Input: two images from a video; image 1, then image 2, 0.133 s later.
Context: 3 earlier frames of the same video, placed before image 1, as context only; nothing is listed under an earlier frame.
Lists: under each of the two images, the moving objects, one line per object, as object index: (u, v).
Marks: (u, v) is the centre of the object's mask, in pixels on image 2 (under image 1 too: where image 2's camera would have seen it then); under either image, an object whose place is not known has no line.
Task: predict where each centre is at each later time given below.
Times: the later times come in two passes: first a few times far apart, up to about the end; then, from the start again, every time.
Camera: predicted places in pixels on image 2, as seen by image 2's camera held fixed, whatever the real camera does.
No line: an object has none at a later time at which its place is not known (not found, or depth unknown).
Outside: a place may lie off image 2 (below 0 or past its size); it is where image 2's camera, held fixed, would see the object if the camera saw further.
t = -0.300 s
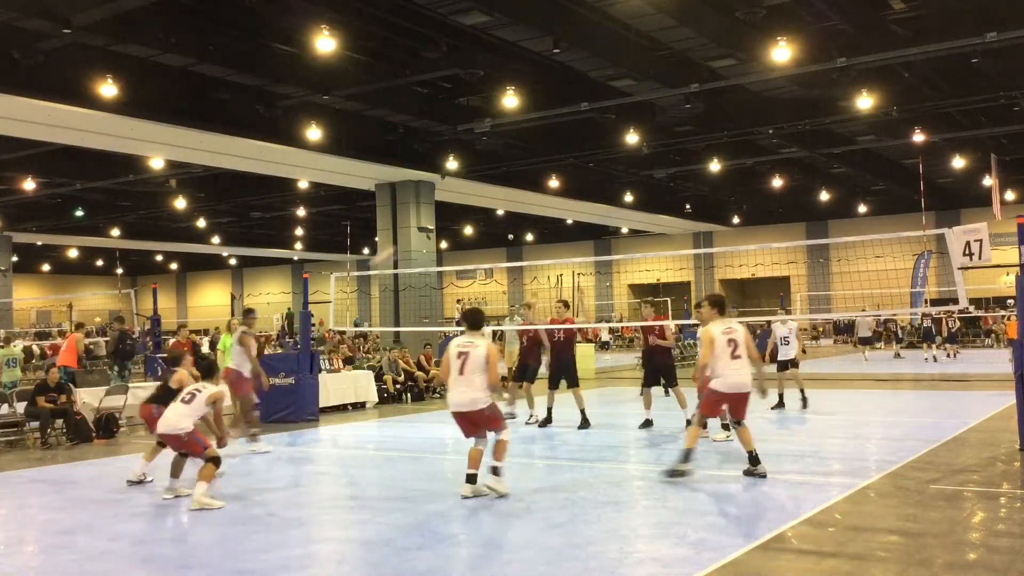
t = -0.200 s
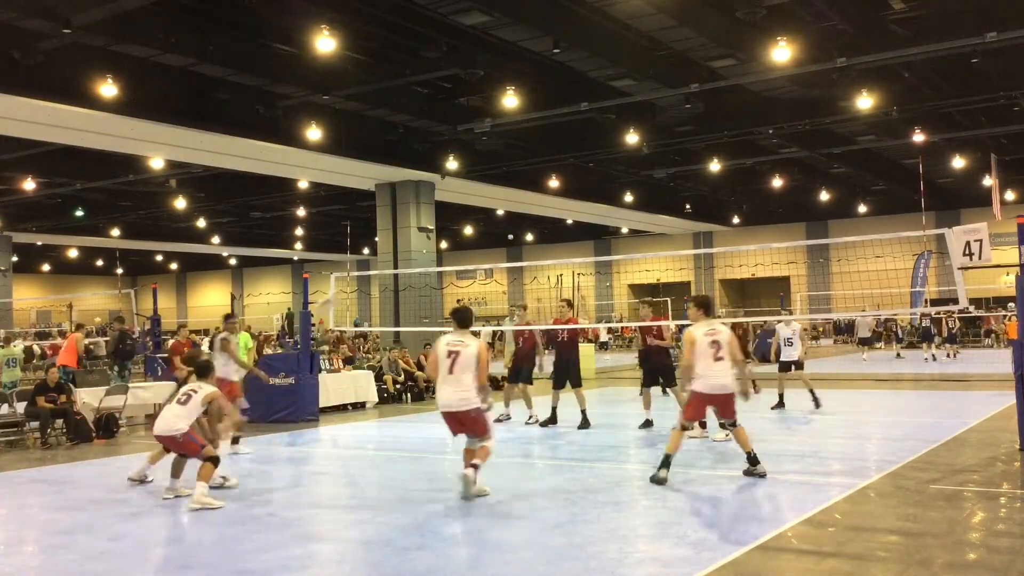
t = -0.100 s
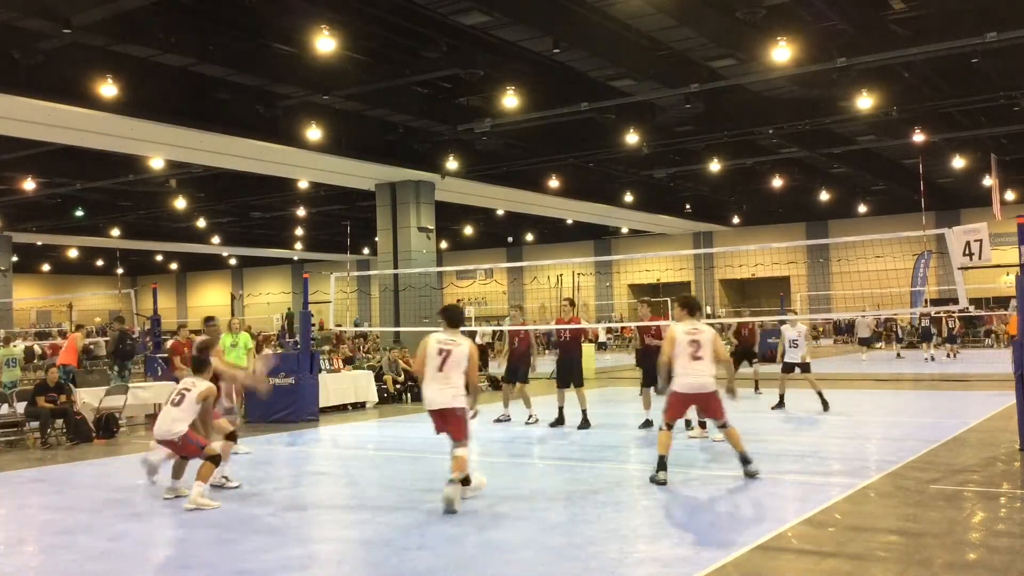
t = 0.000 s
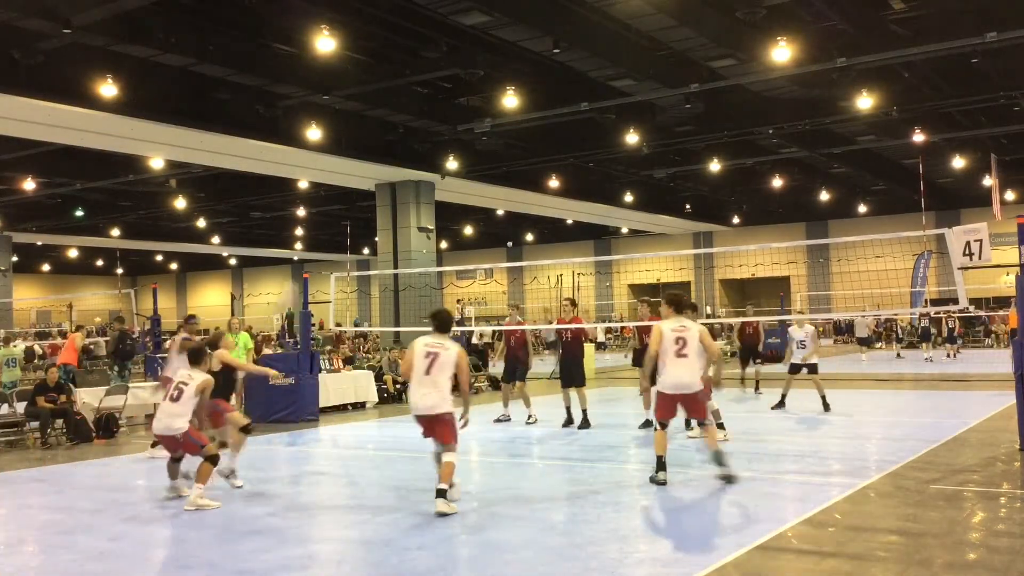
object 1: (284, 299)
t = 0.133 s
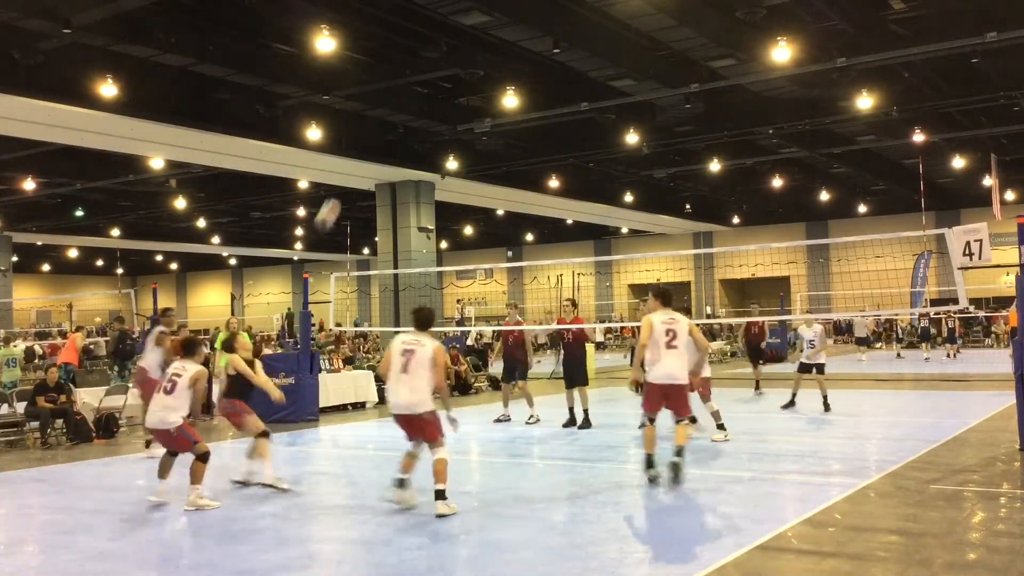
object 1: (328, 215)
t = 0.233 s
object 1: (358, 161)
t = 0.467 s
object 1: (419, 90)
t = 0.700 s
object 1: (476, 66)
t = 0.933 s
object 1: (528, 84)
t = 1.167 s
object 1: (575, 140)
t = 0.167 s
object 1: (337, 198)
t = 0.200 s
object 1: (346, 183)
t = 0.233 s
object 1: (358, 161)
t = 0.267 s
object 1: (367, 149)
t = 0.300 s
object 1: (376, 138)
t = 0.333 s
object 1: (385, 126)
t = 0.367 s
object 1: (394, 115)
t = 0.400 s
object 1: (403, 106)
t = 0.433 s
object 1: (411, 97)
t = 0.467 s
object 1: (419, 90)
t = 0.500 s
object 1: (428, 83)
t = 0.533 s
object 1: (437, 78)
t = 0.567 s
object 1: (445, 74)
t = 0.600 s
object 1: (453, 70)
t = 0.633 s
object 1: (461, 68)
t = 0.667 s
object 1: (469, 66)
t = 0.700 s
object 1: (476, 66)
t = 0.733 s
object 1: (483, 65)
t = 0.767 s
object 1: (491, 67)
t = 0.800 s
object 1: (499, 68)
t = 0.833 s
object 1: (507, 71)
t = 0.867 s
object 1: (514, 75)
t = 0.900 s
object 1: (521, 79)
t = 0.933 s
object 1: (528, 84)
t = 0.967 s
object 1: (535, 90)
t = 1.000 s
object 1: (542, 97)
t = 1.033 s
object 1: (549, 104)
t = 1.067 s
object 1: (556, 112)
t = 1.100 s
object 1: (562, 121)
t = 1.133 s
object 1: (569, 130)
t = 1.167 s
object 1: (575, 140)
